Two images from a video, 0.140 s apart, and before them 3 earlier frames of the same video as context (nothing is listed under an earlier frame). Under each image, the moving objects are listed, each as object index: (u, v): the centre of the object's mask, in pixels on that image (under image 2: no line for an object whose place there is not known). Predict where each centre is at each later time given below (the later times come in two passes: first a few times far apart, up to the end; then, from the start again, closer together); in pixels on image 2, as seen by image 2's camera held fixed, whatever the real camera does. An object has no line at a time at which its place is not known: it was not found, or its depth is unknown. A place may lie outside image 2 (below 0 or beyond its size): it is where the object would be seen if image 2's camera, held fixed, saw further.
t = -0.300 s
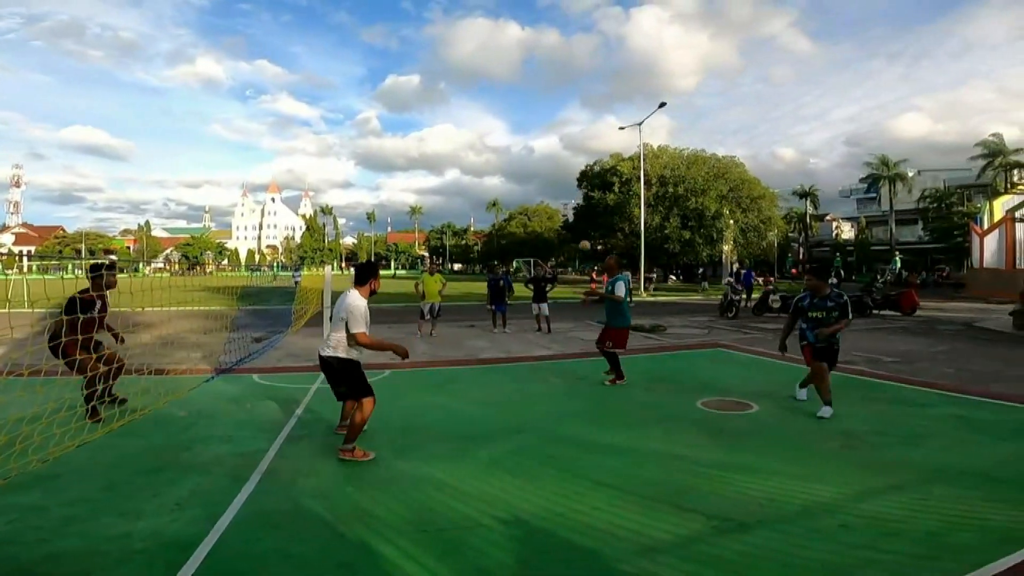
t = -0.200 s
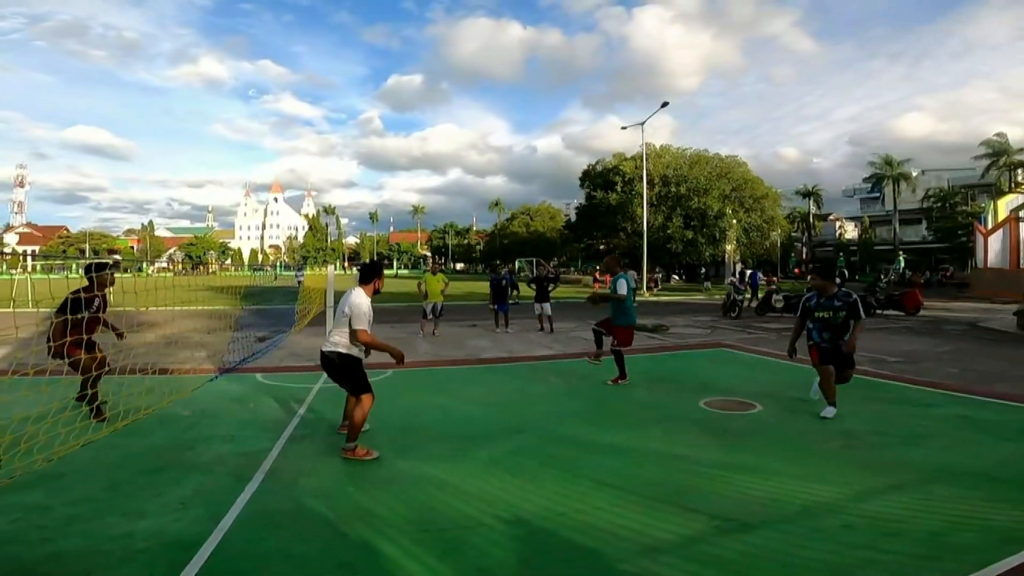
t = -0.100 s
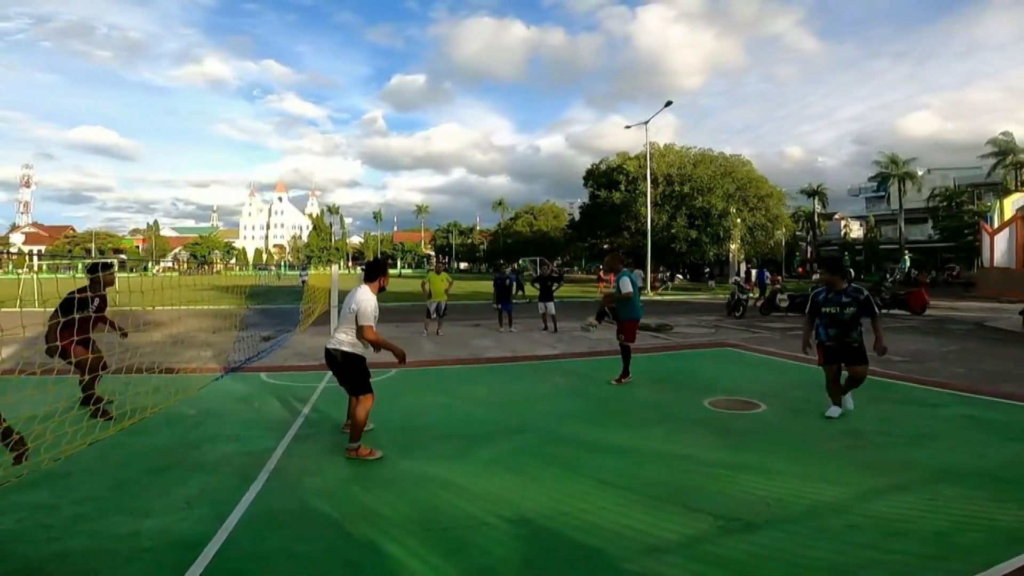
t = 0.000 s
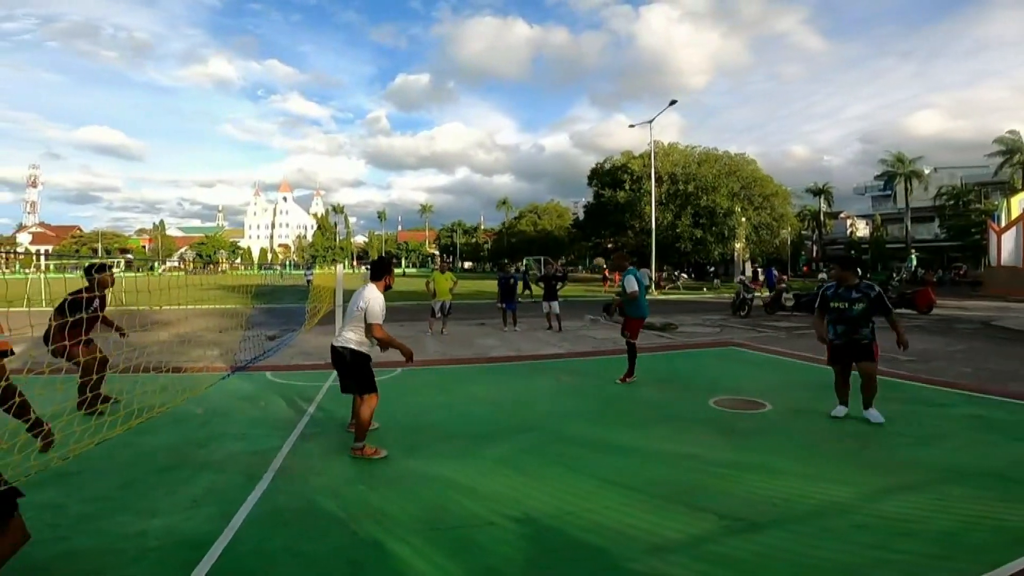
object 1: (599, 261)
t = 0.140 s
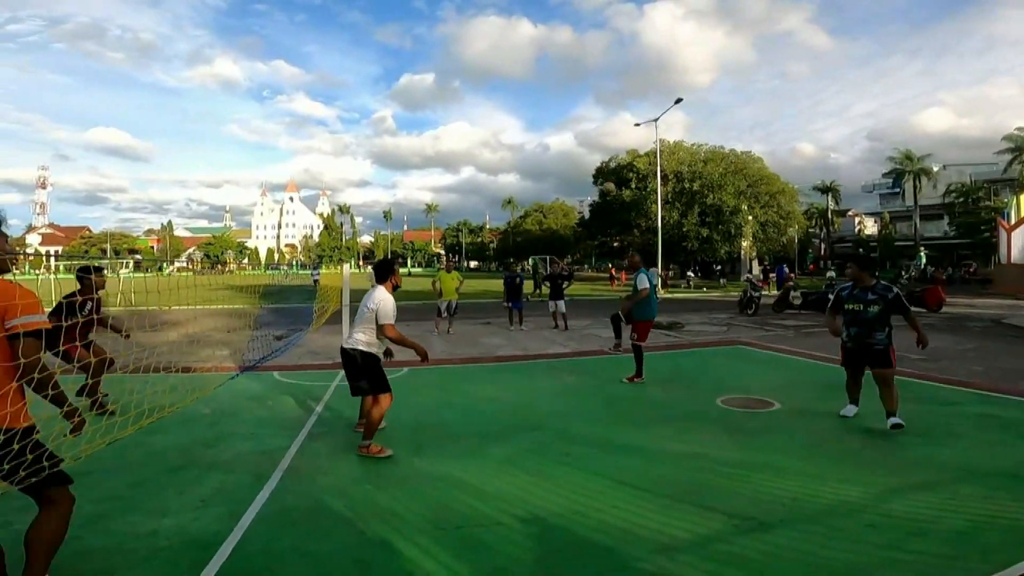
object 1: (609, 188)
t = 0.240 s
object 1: (611, 143)
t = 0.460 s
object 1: (615, 69)
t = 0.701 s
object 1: (623, 26)
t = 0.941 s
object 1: (637, 27)
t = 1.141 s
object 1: (654, 86)
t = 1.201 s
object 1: (662, 121)
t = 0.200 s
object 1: (608, 158)
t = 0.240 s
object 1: (611, 143)
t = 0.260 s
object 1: (611, 135)
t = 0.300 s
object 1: (612, 119)
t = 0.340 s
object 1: (613, 105)
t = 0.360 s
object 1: (613, 98)
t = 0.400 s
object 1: (614, 85)
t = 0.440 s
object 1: (614, 75)
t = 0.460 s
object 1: (615, 69)
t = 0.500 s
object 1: (615, 60)
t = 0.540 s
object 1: (617, 50)
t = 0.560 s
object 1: (617, 47)
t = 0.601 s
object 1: (619, 39)
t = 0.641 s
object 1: (620, 33)
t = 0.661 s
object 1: (621, 30)
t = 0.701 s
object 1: (623, 26)
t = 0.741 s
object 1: (625, 23)
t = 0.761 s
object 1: (626, 22)
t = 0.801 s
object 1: (628, 20)
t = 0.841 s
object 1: (630, 20)
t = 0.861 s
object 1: (631, 21)
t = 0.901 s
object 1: (634, 23)
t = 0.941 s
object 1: (637, 27)
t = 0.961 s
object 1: (638, 30)
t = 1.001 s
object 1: (640, 38)
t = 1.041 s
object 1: (644, 48)
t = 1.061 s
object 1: (646, 54)
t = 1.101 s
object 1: (650, 68)
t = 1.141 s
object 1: (654, 86)
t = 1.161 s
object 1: (657, 96)
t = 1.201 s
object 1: (662, 121)
